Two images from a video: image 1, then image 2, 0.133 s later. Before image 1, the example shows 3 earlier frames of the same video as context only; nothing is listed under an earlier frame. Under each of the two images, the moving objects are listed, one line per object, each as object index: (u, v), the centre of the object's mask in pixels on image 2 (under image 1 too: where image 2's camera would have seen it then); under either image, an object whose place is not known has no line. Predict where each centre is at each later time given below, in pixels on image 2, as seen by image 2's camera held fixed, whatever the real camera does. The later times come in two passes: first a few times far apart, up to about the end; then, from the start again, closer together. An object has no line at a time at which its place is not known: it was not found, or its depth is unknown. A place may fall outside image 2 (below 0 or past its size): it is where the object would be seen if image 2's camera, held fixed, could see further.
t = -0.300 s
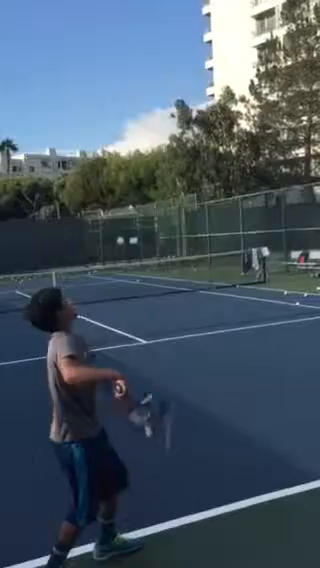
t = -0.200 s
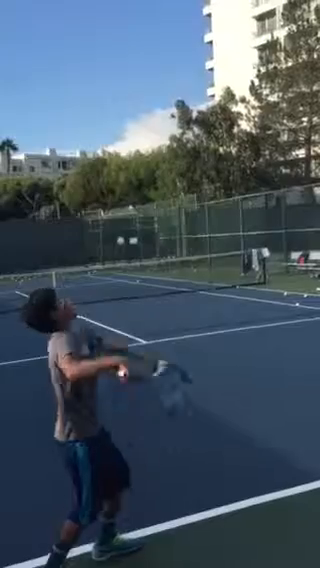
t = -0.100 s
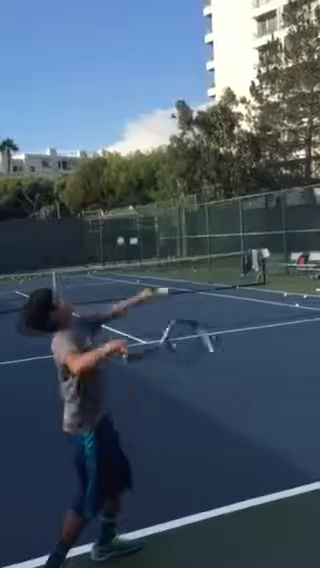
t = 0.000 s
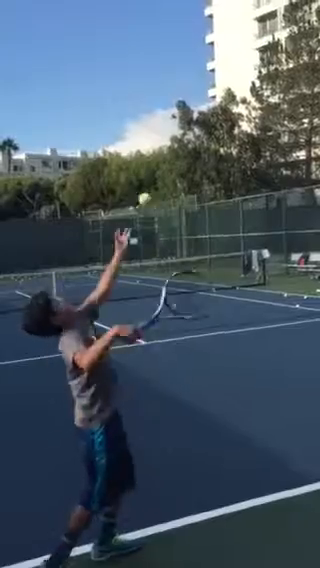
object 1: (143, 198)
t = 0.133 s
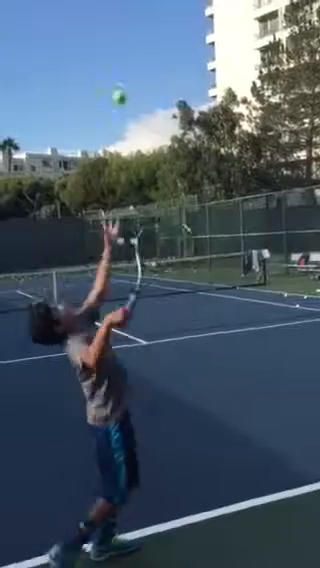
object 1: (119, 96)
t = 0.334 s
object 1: (84, 5)
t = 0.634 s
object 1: (40, 9)
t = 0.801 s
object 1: (22, 83)
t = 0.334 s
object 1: (84, 5)
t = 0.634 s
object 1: (40, 9)
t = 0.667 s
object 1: (36, 17)
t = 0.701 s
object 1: (32, 30)
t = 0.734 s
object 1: (28, 46)
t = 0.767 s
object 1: (25, 63)
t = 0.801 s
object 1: (22, 83)
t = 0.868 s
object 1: (15, 127)
